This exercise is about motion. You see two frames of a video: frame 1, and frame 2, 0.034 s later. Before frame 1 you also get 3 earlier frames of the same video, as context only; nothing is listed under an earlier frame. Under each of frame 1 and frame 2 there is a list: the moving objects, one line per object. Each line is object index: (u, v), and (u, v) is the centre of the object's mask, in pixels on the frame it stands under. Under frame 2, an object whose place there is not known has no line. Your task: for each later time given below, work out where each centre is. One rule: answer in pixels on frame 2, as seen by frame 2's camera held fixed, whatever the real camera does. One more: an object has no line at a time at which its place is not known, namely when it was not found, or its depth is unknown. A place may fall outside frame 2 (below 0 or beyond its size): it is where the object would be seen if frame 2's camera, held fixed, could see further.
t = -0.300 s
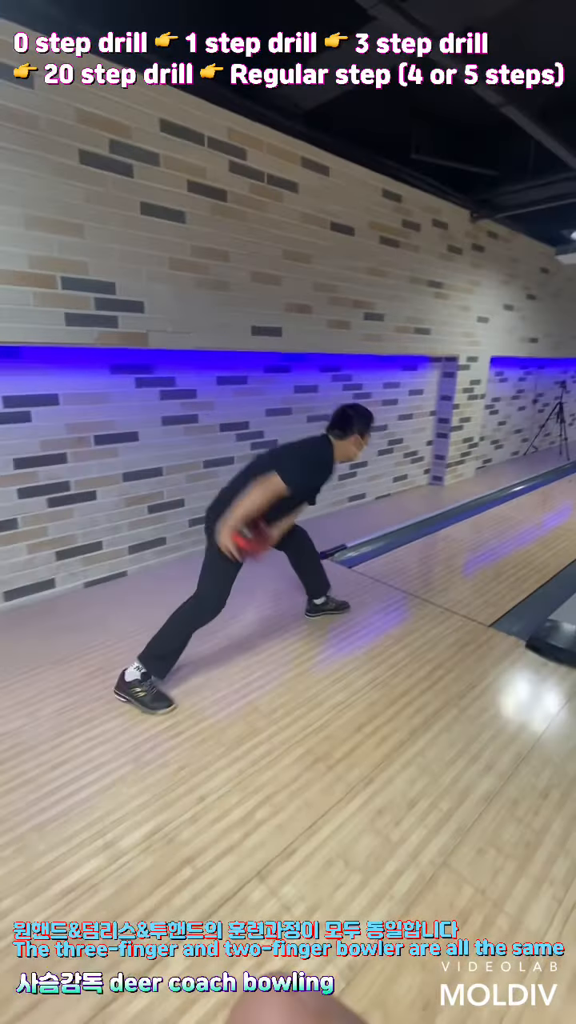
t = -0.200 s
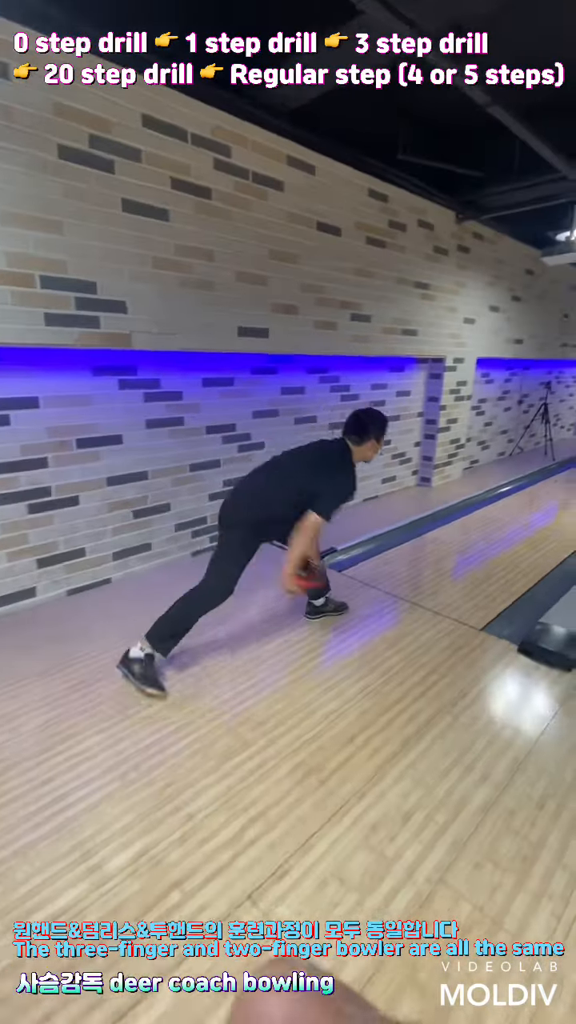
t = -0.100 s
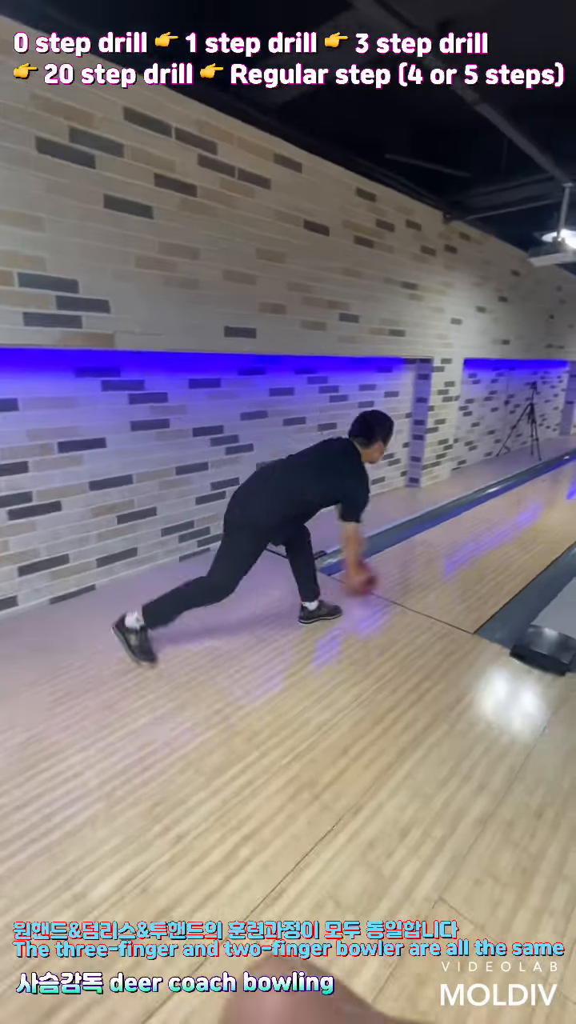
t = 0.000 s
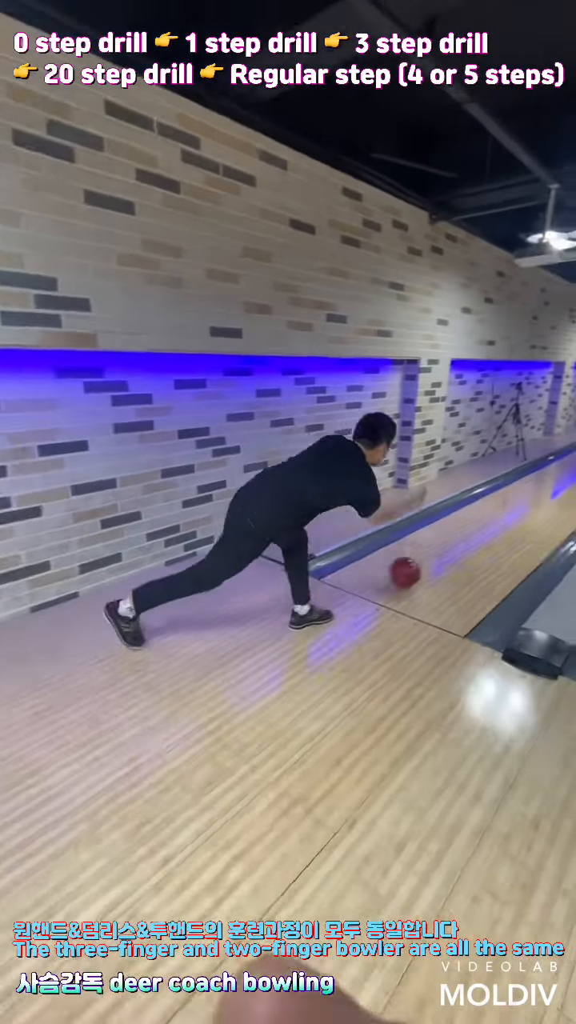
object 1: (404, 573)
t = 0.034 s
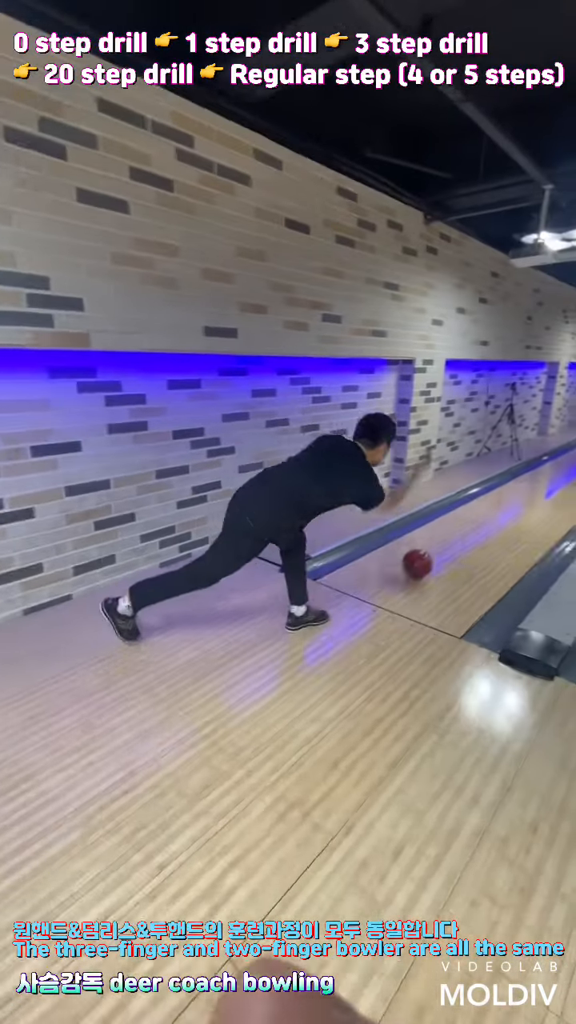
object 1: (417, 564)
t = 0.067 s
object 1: (432, 556)
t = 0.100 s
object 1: (445, 550)
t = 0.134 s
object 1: (457, 544)
